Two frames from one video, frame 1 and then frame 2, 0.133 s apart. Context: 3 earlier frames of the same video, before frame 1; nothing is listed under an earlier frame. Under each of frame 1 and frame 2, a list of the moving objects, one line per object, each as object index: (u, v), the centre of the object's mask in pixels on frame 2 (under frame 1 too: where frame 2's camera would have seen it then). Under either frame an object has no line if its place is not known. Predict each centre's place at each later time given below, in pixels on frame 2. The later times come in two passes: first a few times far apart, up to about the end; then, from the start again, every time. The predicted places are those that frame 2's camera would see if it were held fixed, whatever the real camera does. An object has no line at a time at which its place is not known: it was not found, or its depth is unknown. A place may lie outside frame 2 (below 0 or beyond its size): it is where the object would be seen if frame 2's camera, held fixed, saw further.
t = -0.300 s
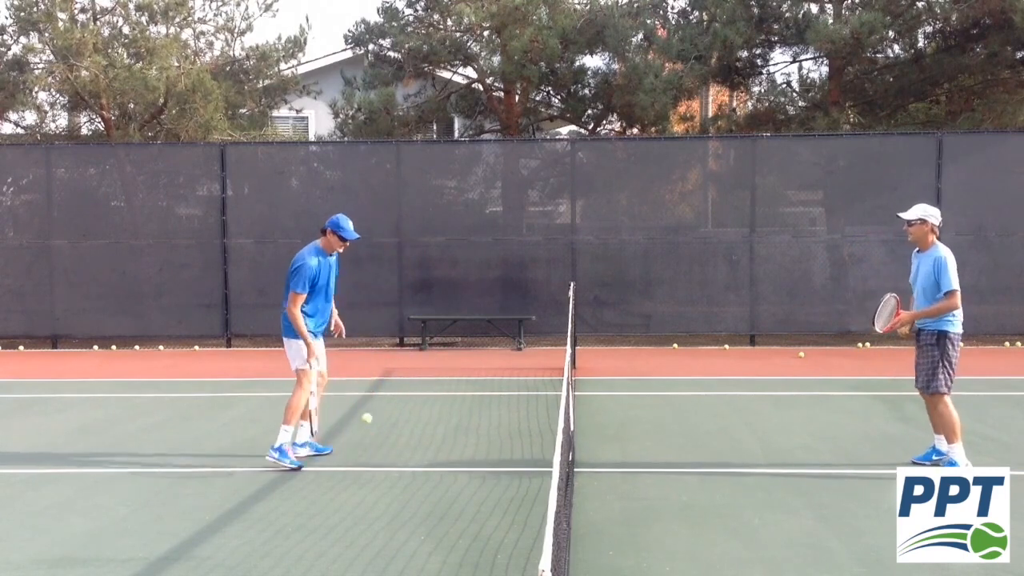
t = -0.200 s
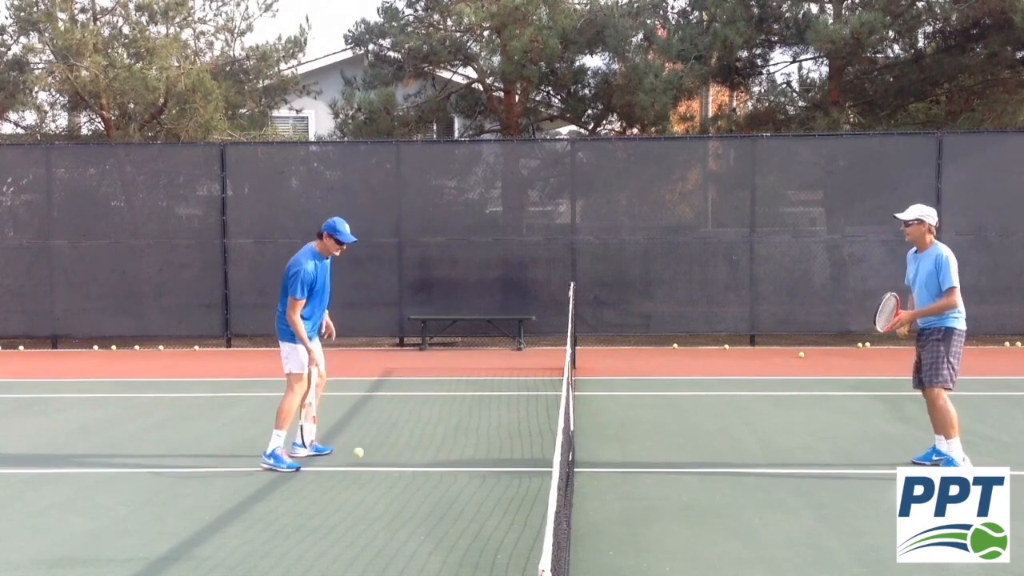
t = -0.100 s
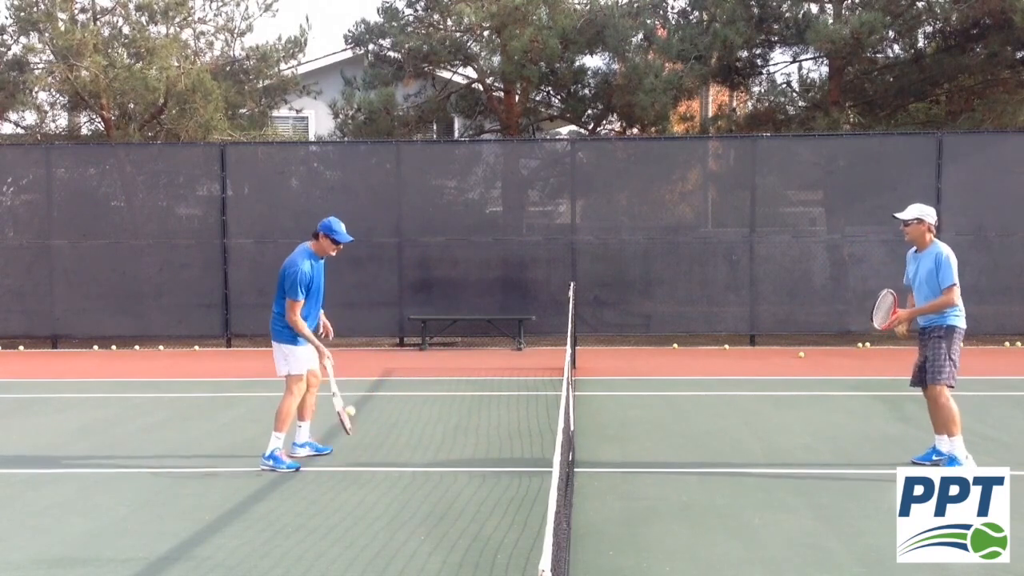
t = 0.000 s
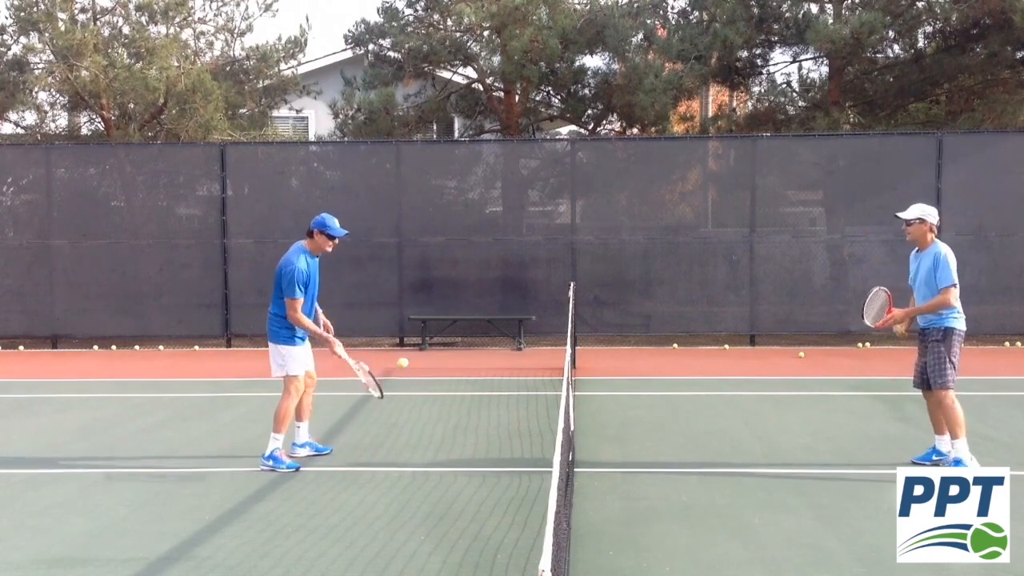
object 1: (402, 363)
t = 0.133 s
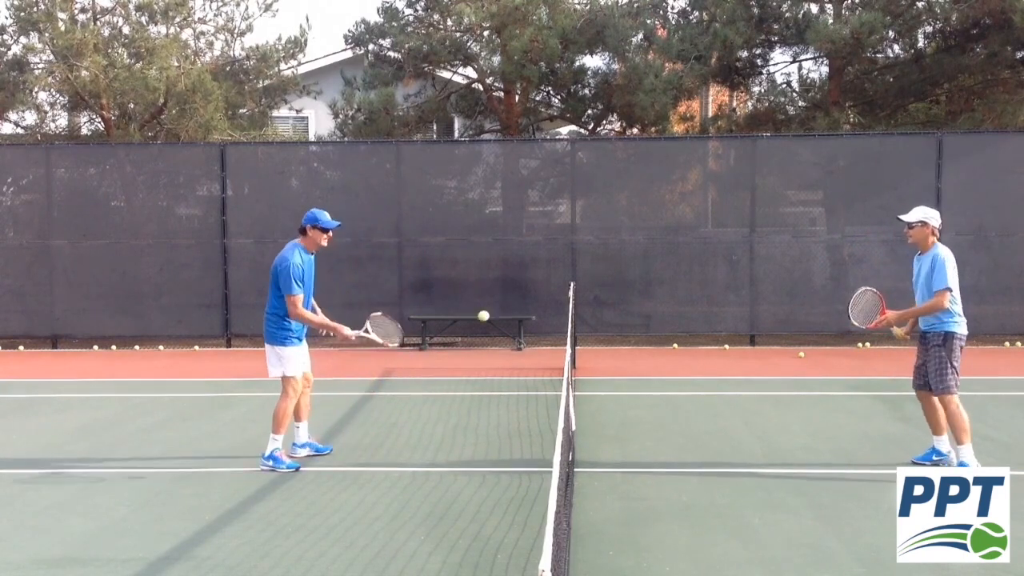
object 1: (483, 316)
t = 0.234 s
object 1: (545, 297)
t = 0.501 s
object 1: (717, 319)
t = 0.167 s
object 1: (503, 308)
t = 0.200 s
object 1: (524, 301)
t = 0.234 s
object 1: (545, 297)
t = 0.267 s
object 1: (566, 294)
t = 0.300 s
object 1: (587, 292)
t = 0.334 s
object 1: (608, 292)
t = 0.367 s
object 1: (630, 294)
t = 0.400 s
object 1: (651, 298)
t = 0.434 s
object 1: (673, 303)
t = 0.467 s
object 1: (695, 310)
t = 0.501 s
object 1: (717, 319)
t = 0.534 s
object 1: (739, 330)
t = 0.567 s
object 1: (761, 343)
